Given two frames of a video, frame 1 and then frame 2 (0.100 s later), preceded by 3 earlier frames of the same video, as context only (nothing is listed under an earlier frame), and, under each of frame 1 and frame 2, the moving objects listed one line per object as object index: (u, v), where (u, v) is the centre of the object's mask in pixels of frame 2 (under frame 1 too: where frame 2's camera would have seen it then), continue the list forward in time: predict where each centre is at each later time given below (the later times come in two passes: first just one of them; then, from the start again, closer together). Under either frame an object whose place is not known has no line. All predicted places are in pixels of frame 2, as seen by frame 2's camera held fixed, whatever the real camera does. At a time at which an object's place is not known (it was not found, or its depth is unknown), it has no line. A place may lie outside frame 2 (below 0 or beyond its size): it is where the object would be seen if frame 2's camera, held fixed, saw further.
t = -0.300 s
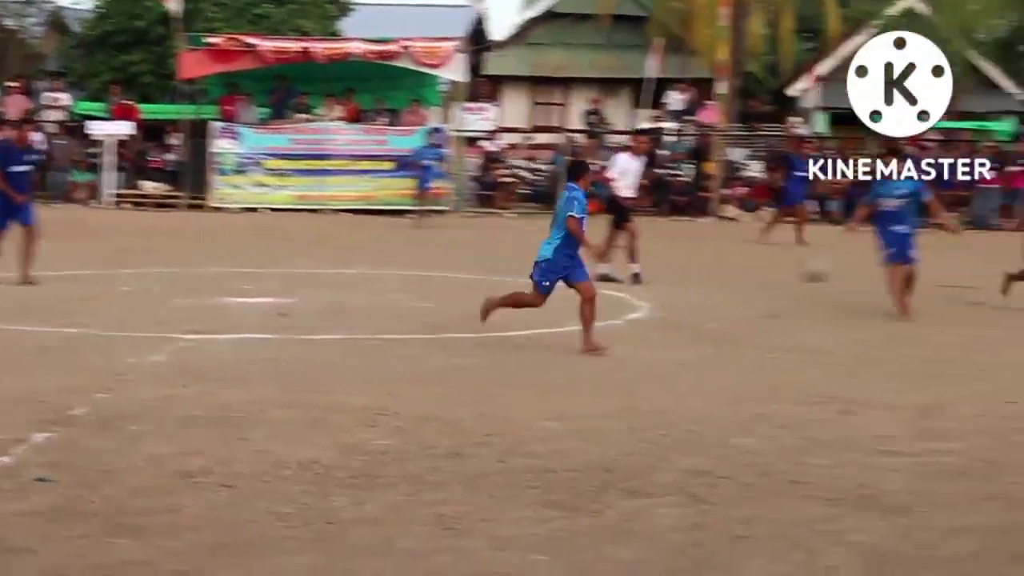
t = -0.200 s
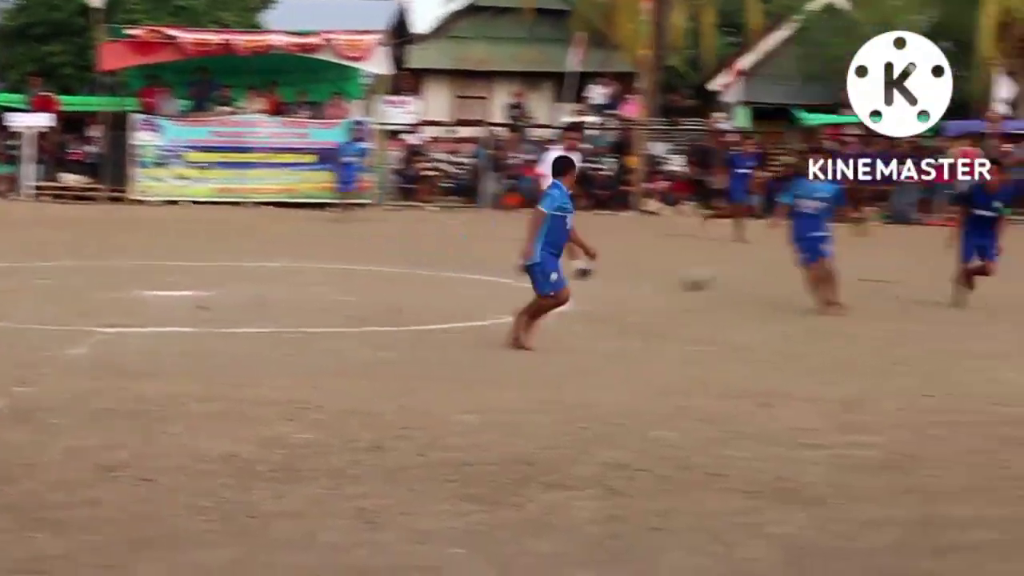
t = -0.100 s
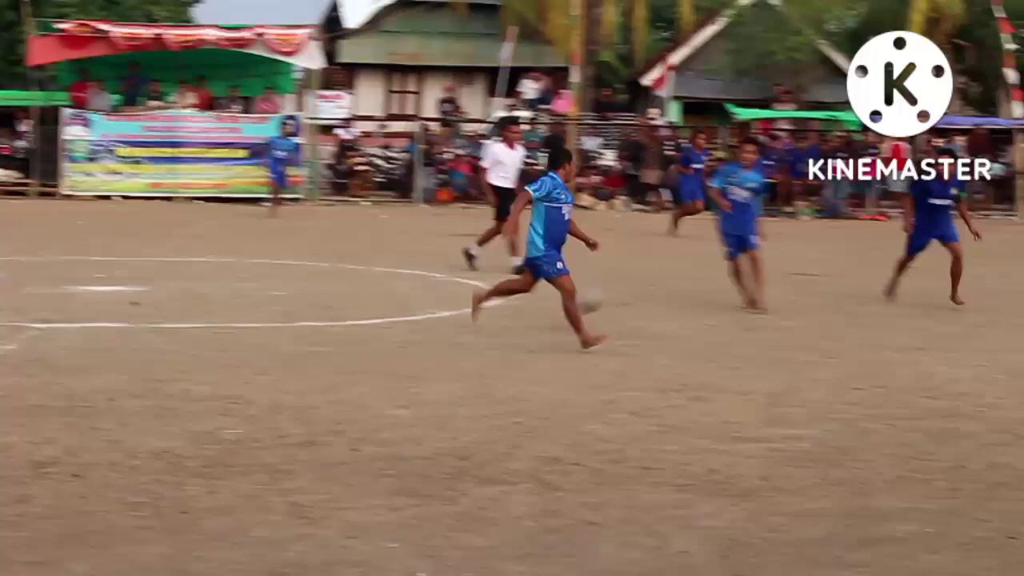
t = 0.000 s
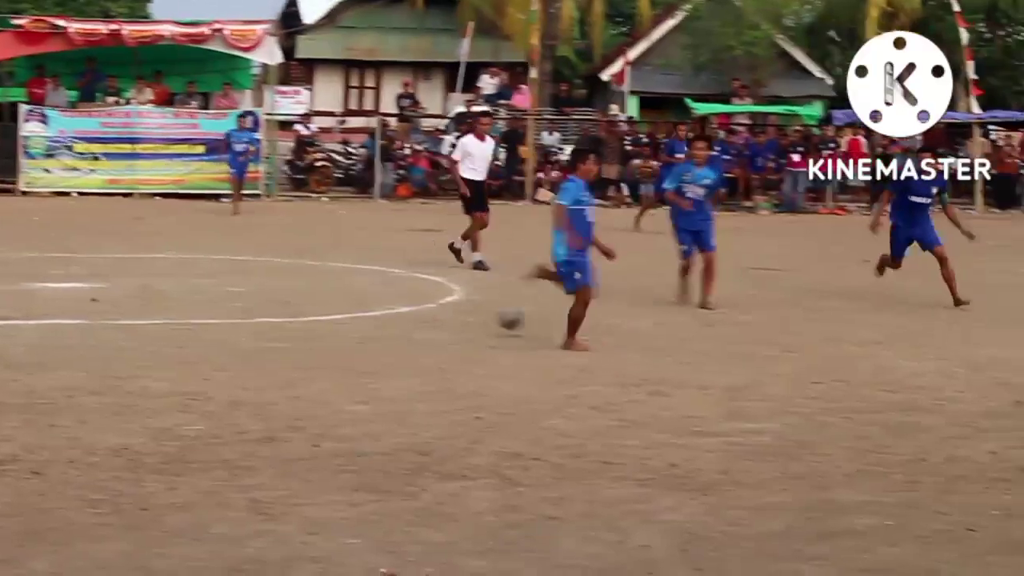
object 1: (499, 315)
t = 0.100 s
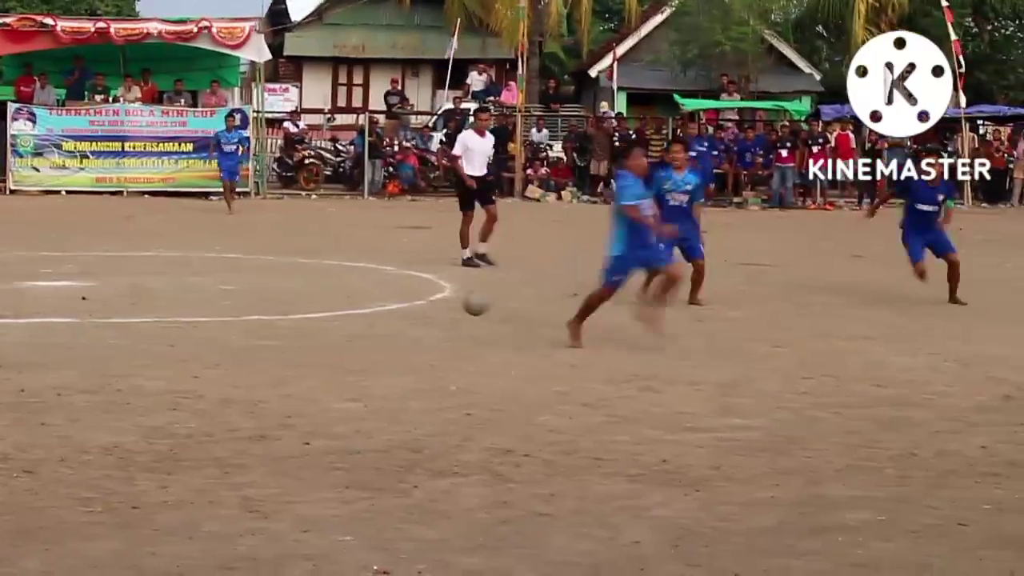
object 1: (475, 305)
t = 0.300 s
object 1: (423, 328)
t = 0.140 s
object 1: (464, 301)
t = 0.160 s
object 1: (460, 301)
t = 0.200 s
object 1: (449, 306)
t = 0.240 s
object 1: (439, 313)
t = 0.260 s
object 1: (435, 317)
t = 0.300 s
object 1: (423, 328)
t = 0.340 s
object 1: (413, 341)
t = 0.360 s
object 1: (408, 351)
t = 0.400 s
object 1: (400, 348)
